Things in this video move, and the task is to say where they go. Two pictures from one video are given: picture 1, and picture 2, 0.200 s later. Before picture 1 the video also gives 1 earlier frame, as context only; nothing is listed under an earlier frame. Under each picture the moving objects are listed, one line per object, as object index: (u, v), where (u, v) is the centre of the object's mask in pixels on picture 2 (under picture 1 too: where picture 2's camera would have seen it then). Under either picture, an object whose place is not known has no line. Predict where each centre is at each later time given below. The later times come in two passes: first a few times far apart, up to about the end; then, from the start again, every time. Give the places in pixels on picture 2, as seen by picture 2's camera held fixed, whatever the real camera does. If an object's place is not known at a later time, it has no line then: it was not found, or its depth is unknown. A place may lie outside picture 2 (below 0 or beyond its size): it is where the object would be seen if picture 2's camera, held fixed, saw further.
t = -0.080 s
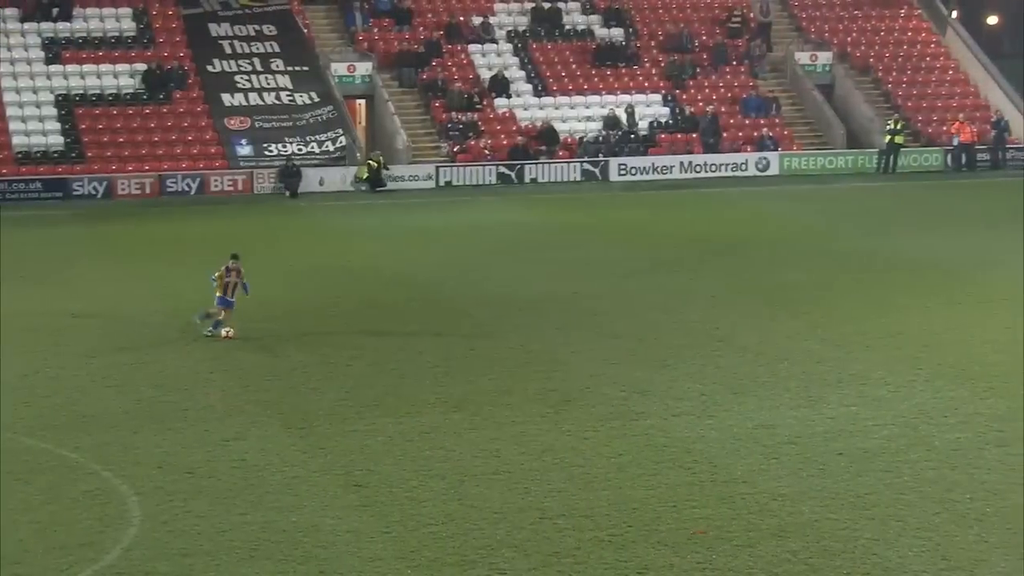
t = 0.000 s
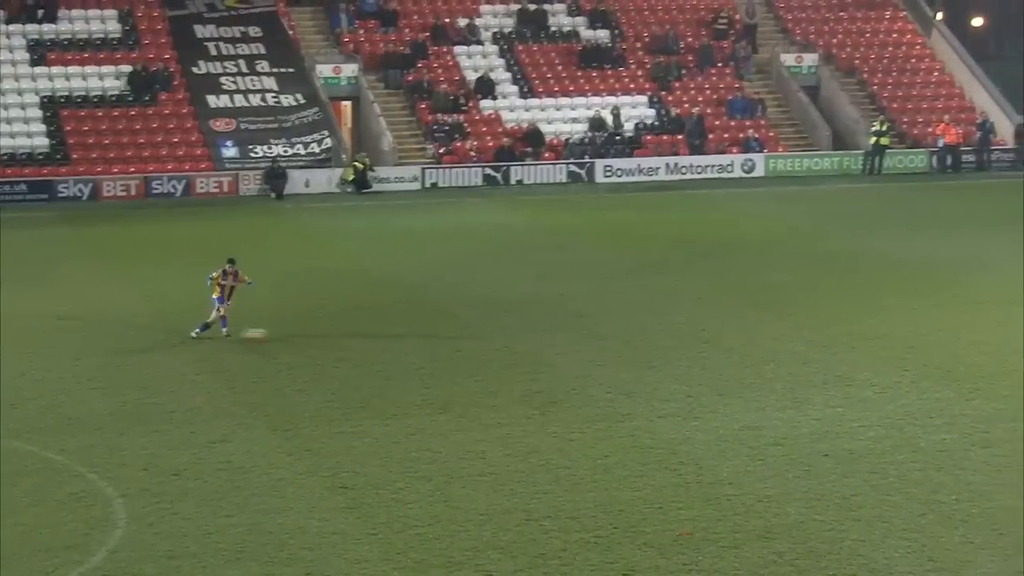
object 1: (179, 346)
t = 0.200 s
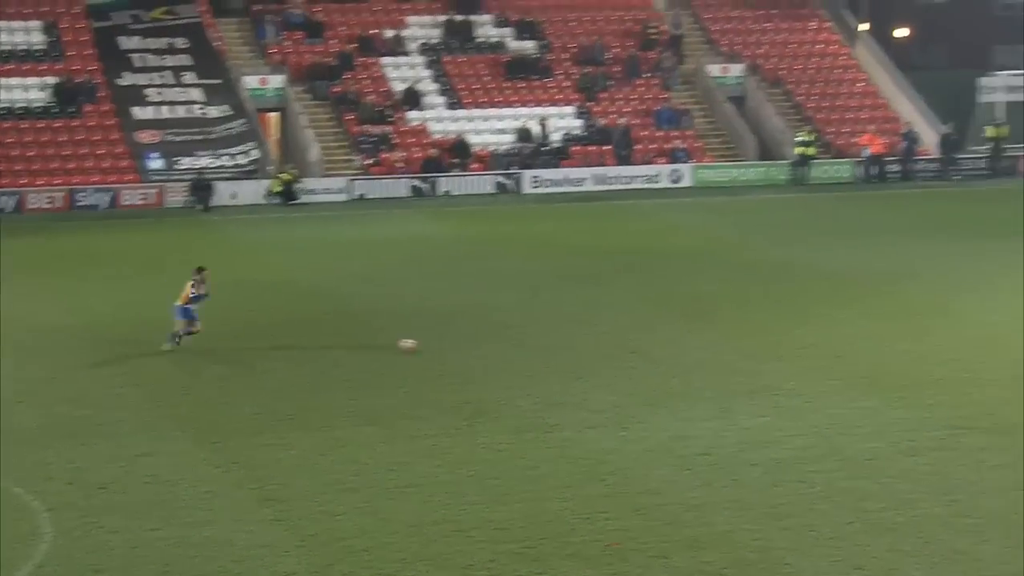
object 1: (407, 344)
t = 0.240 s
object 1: (450, 346)
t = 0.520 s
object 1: (706, 343)
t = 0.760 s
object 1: (907, 342)
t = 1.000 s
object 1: (1087, 342)
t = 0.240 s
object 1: (450, 346)
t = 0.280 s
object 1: (489, 344)
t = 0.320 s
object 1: (527, 343)
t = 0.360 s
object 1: (566, 342)
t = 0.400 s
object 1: (603, 344)
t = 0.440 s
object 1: (641, 345)
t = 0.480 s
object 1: (674, 343)
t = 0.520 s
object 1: (706, 343)
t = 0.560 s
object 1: (742, 344)
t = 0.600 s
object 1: (776, 344)
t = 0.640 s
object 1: (809, 342)
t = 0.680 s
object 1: (843, 341)
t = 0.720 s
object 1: (875, 343)
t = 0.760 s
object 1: (907, 342)
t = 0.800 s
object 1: (938, 340)
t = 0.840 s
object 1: (969, 341)
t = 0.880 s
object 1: (999, 342)
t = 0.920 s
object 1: (1030, 342)
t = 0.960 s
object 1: (1059, 342)
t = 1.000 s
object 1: (1087, 342)
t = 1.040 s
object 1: (1117, 343)
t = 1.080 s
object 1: (1145, 343)
